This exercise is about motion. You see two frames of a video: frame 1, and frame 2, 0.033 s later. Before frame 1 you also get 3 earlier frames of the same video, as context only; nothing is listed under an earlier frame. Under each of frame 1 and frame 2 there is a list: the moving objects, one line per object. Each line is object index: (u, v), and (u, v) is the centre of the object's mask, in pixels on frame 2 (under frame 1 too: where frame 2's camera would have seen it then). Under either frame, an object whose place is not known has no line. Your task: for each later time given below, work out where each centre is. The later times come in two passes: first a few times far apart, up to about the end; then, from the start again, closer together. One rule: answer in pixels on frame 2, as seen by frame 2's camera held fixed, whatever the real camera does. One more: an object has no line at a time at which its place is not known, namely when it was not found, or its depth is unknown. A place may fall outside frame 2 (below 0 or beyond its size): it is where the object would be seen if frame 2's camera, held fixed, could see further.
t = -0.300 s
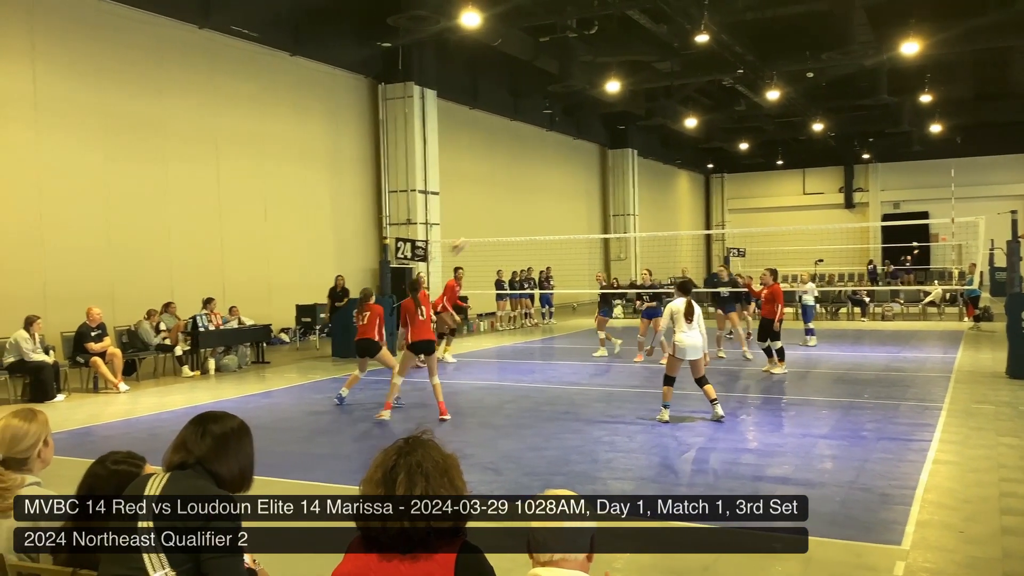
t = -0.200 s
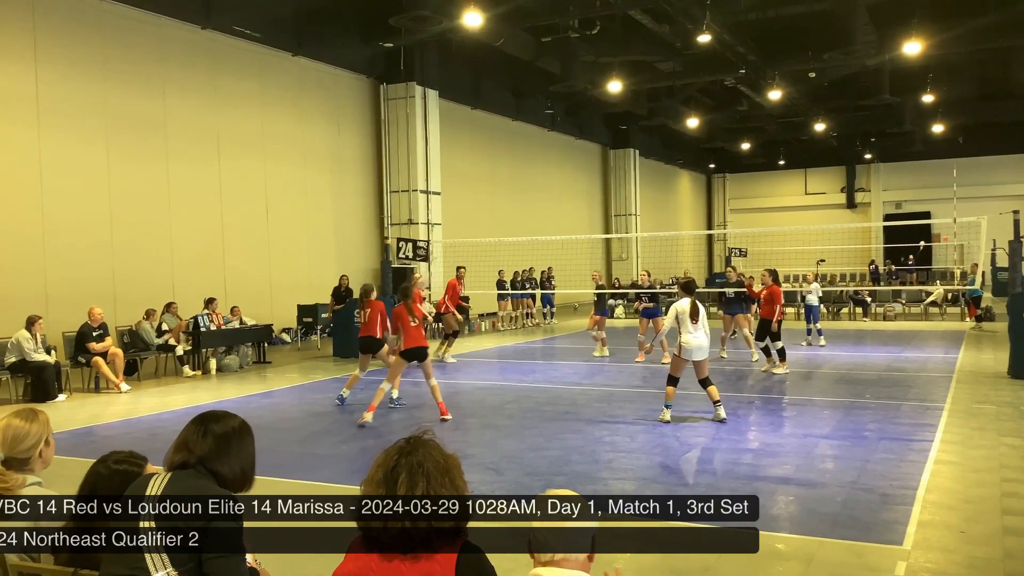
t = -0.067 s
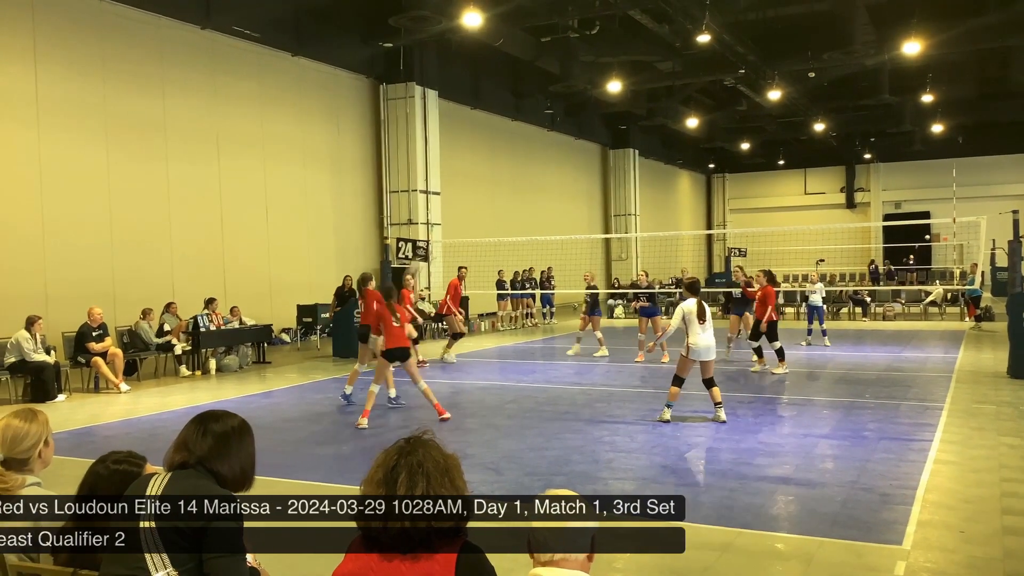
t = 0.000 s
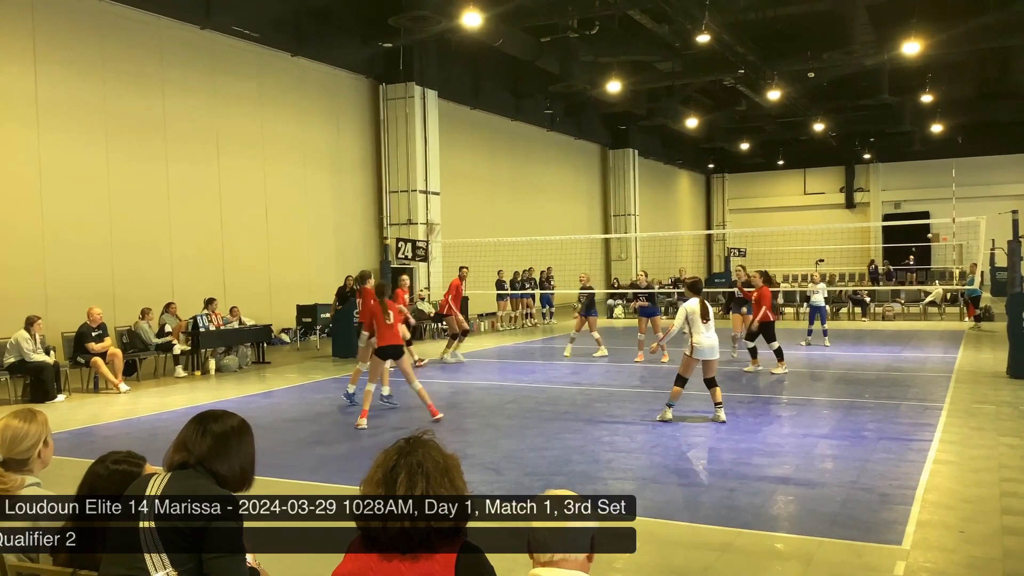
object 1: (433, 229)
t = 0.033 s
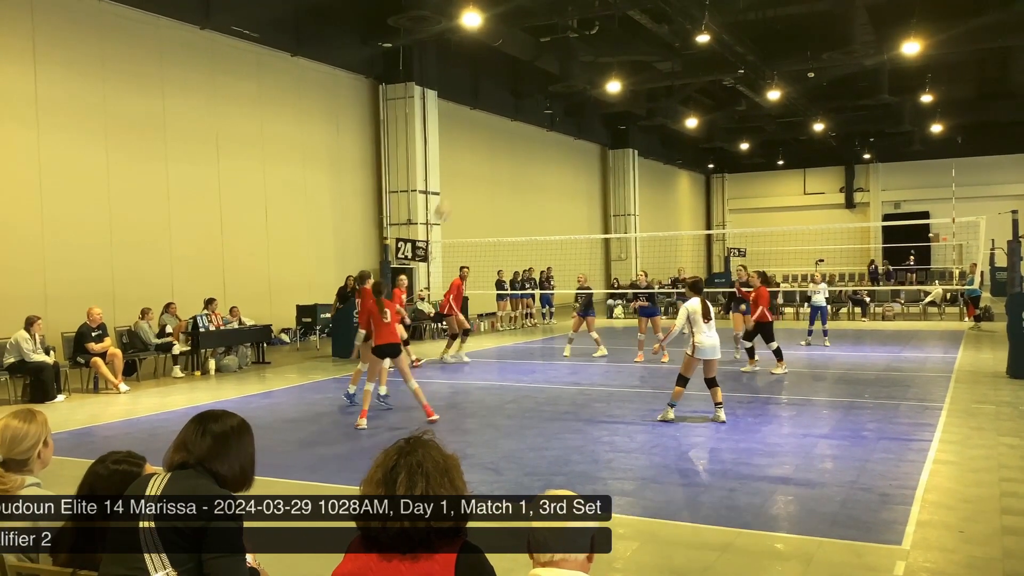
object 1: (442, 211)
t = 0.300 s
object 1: (512, 97)
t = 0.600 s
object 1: (586, 34)
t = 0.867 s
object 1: (647, 31)
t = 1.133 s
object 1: (706, 73)
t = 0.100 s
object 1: (459, 178)
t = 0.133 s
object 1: (469, 160)
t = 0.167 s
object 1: (479, 146)
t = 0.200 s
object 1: (487, 132)
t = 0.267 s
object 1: (504, 107)
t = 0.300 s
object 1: (512, 97)
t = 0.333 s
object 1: (521, 87)
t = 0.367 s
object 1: (529, 77)
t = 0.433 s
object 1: (546, 61)
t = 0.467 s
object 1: (554, 54)
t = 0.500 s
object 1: (562, 48)
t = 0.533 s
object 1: (570, 42)
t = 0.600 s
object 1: (586, 34)
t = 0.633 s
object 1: (594, 31)
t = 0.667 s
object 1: (601, 29)
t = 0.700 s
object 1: (609, 27)
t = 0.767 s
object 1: (624, 26)
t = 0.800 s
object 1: (632, 27)
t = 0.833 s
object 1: (640, 28)
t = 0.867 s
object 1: (647, 31)
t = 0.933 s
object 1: (662, 37)
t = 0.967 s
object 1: (670, 41)
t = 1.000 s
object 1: (677, 46)
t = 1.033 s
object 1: (684, 52)
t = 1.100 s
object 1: (699, 66)
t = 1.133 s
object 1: (706, 73)
